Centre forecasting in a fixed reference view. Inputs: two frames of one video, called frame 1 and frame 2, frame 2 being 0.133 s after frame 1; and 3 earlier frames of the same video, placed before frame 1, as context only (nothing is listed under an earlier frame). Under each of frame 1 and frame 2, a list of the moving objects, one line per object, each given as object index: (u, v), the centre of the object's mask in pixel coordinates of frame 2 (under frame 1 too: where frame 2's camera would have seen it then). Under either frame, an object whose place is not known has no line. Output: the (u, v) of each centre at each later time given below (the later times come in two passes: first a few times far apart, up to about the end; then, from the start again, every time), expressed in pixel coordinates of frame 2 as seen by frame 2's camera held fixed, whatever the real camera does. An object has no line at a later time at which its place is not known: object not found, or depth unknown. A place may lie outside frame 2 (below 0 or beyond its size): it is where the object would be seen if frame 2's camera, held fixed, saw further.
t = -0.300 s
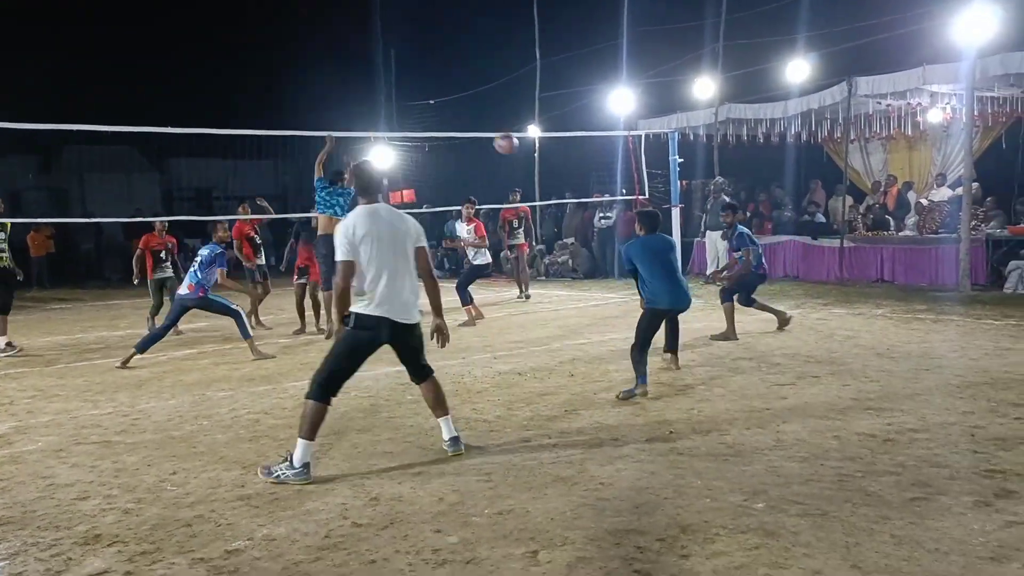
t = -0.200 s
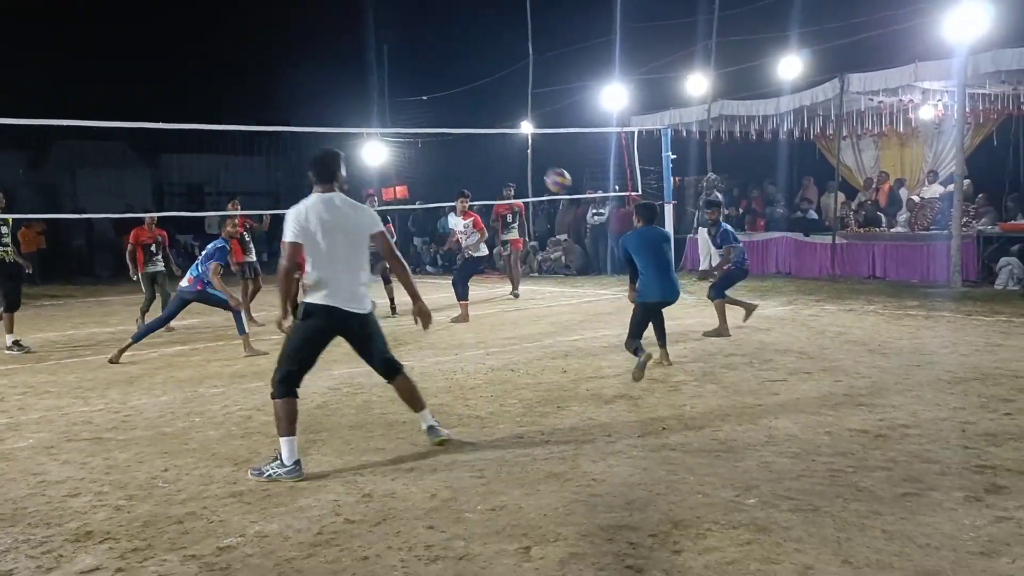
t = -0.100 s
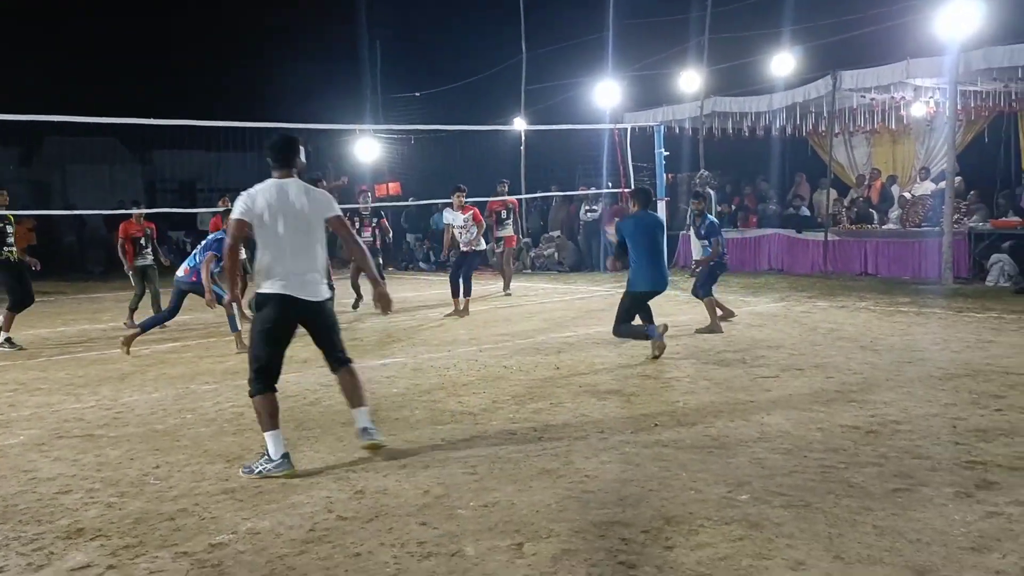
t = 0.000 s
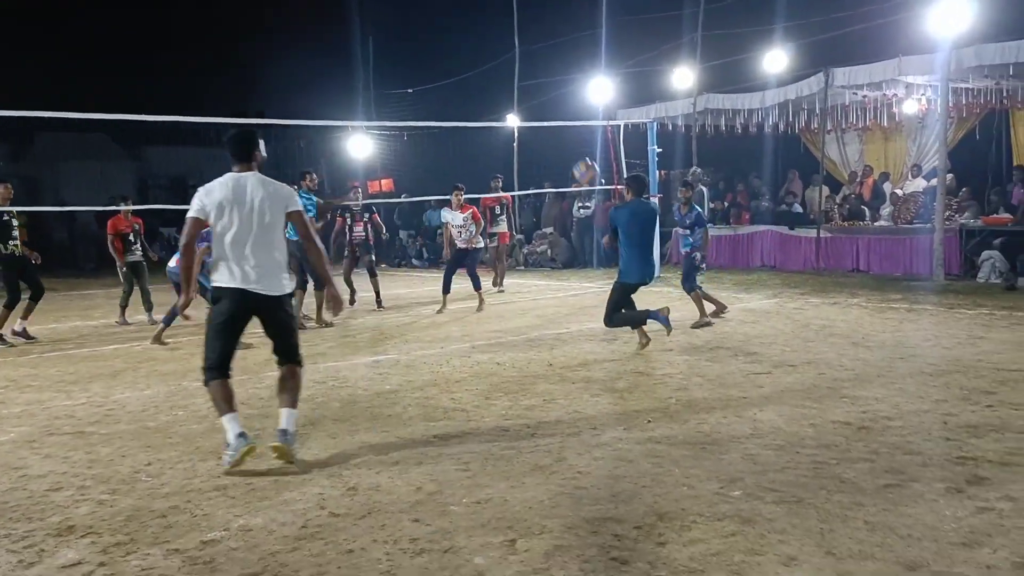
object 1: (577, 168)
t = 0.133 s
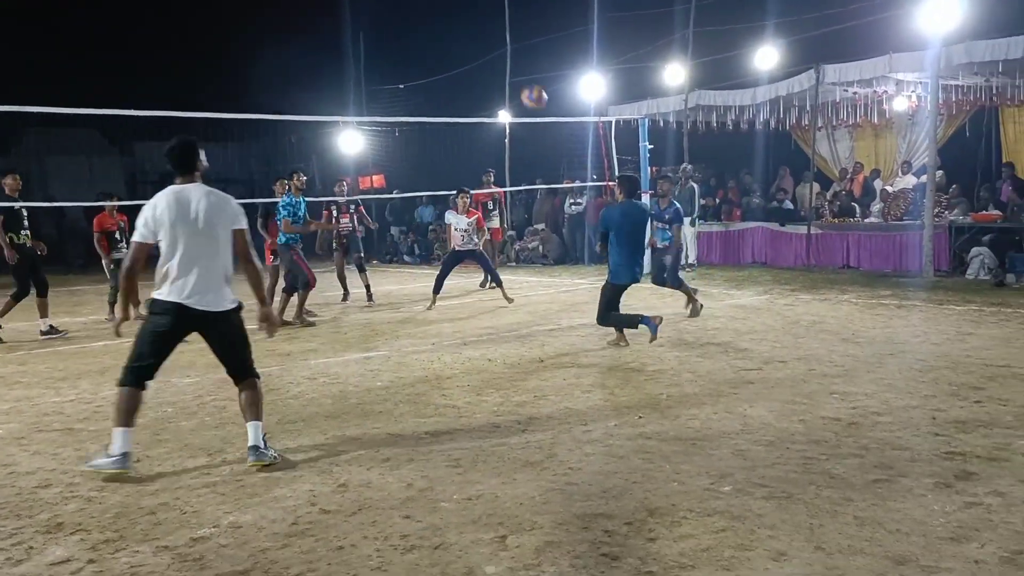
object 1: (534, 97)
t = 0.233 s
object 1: (503, 59)
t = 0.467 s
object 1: (437, 17)
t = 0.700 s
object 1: (381, 32)
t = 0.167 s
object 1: (523, 83)
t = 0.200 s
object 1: (513, 71)
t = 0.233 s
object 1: (503, 59)
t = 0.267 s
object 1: (492, 49)
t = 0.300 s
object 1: (483, 41)
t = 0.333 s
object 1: (473, 33)
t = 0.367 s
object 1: (464, 27)
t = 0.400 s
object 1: (455, 22)
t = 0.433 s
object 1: (446, 19)
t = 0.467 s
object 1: (437, 17)
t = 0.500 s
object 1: (428, 17)
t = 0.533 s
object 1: (420, 17)
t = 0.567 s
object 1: (412, 17)
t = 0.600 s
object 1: (404, 19)
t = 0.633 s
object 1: (396, 22)
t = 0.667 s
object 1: (388, 26)
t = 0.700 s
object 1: (381, 32)
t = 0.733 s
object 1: (373, 38)
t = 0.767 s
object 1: (366, 45)
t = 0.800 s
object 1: (359, 54)
